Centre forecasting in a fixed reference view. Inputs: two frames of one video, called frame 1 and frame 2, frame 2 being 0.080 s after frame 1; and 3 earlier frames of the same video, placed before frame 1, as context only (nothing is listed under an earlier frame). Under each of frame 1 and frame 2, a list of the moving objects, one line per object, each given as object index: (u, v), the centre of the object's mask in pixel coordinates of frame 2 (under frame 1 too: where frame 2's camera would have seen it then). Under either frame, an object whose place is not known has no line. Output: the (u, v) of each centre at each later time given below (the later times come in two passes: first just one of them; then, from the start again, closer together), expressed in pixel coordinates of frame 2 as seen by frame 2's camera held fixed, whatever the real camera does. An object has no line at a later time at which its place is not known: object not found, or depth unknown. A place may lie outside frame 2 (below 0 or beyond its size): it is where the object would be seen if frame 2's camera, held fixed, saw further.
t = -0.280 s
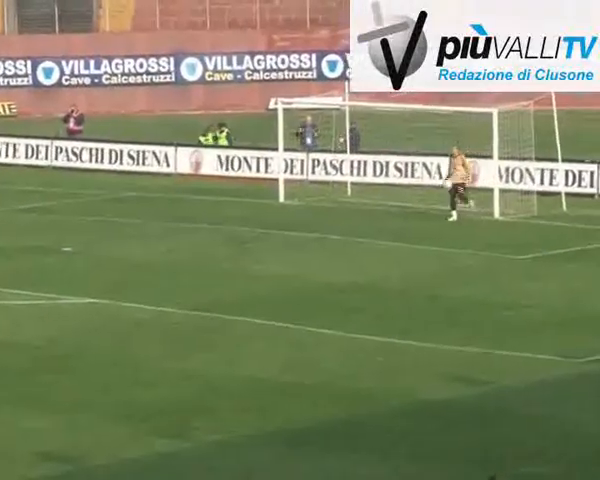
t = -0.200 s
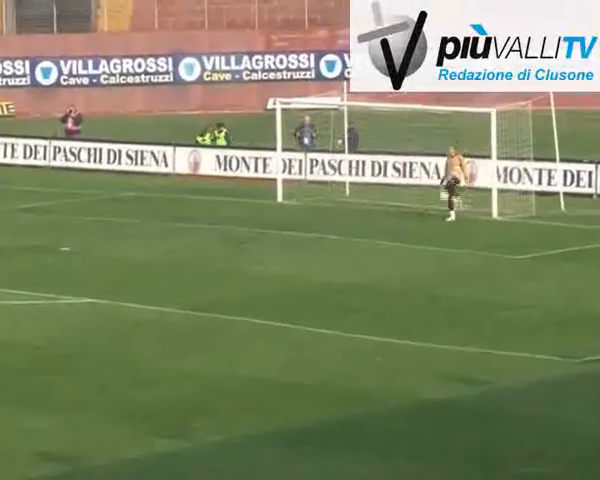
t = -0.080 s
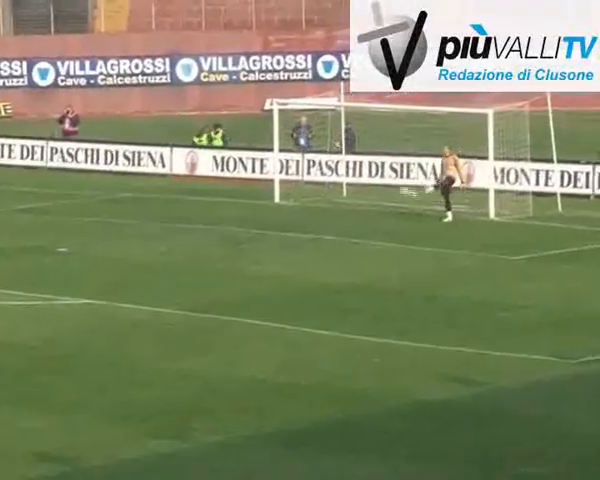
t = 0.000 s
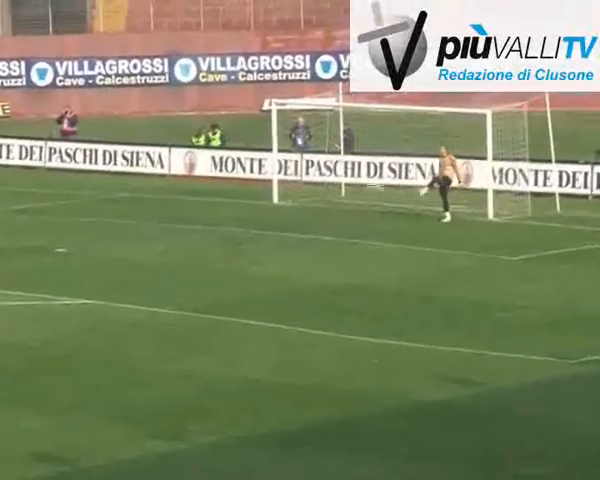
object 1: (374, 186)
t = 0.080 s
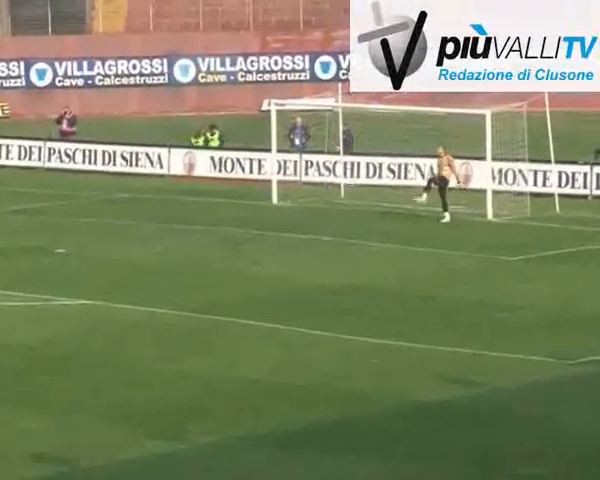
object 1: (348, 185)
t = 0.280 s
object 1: (268, 189)
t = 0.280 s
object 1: (268, 189)
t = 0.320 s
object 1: (257, 193)
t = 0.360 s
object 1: (244, 198)
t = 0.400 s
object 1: (230, 204)
